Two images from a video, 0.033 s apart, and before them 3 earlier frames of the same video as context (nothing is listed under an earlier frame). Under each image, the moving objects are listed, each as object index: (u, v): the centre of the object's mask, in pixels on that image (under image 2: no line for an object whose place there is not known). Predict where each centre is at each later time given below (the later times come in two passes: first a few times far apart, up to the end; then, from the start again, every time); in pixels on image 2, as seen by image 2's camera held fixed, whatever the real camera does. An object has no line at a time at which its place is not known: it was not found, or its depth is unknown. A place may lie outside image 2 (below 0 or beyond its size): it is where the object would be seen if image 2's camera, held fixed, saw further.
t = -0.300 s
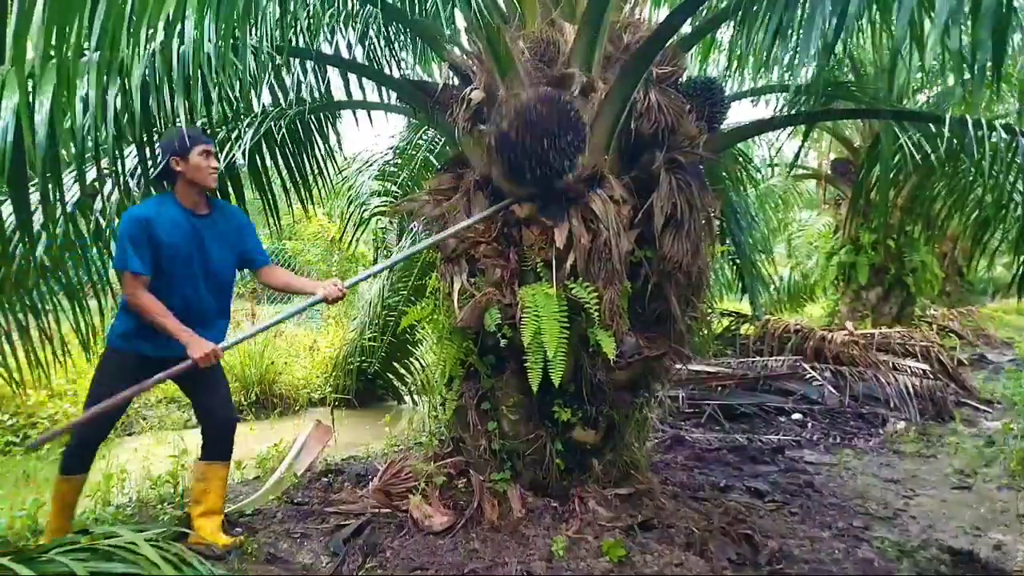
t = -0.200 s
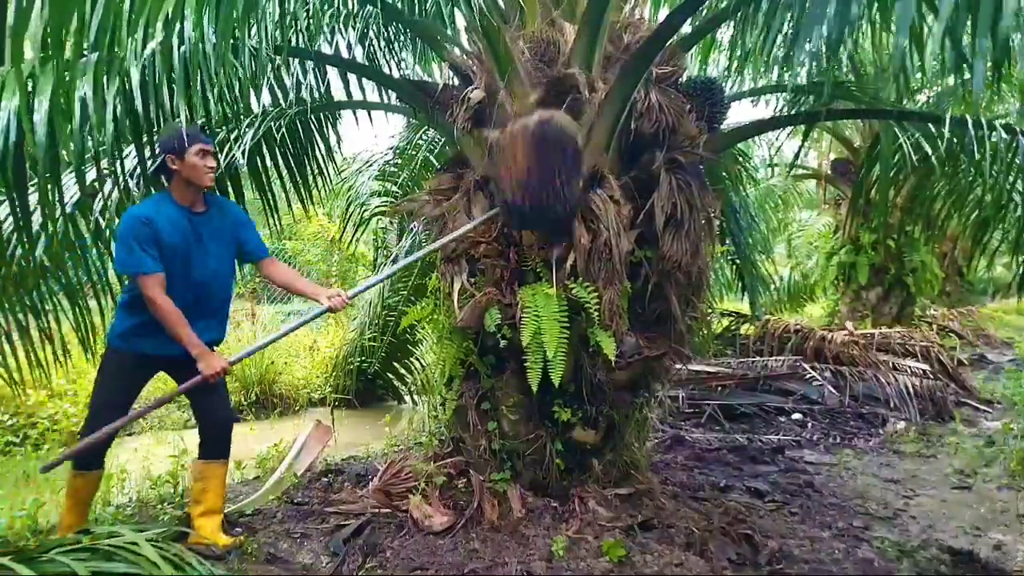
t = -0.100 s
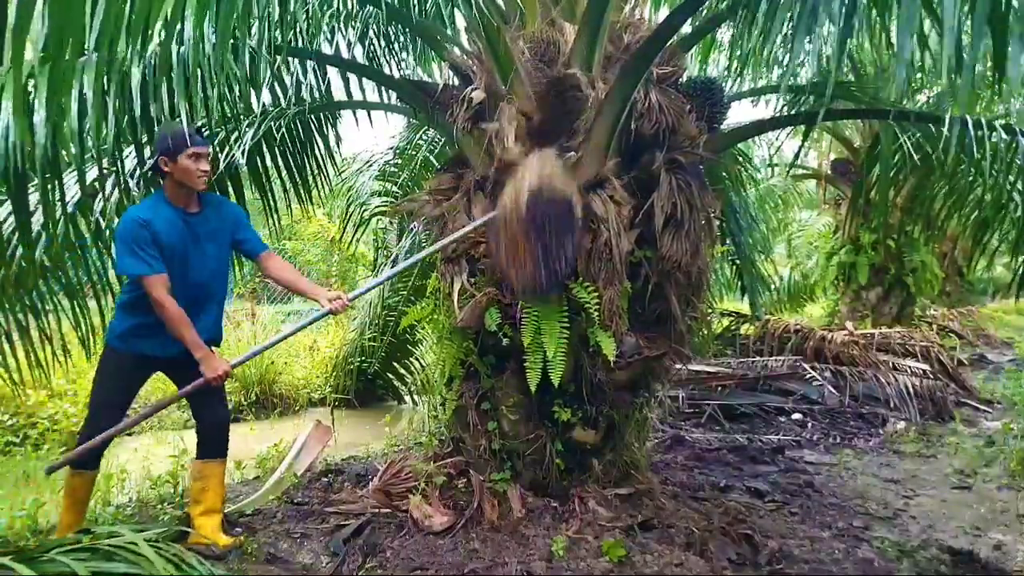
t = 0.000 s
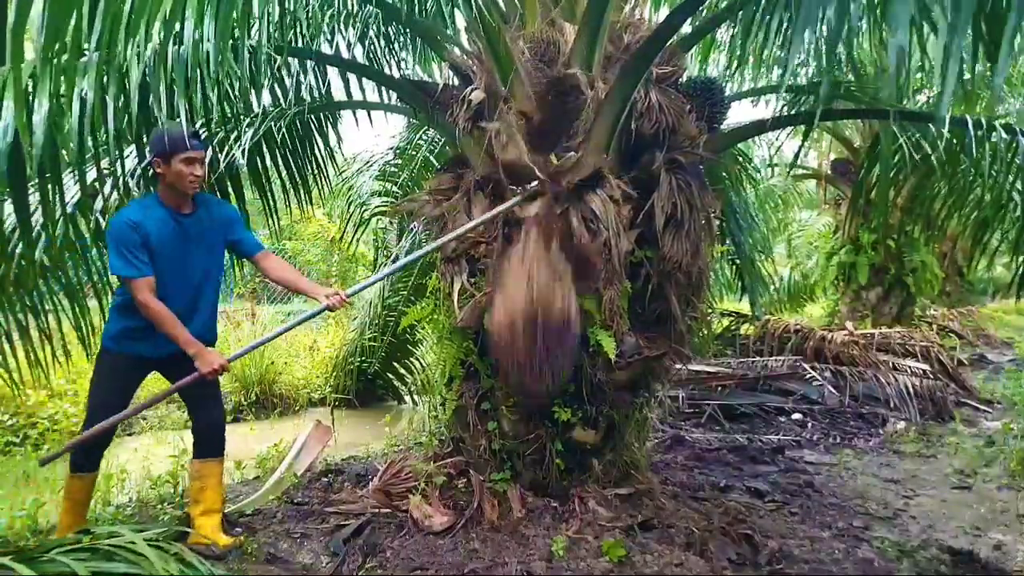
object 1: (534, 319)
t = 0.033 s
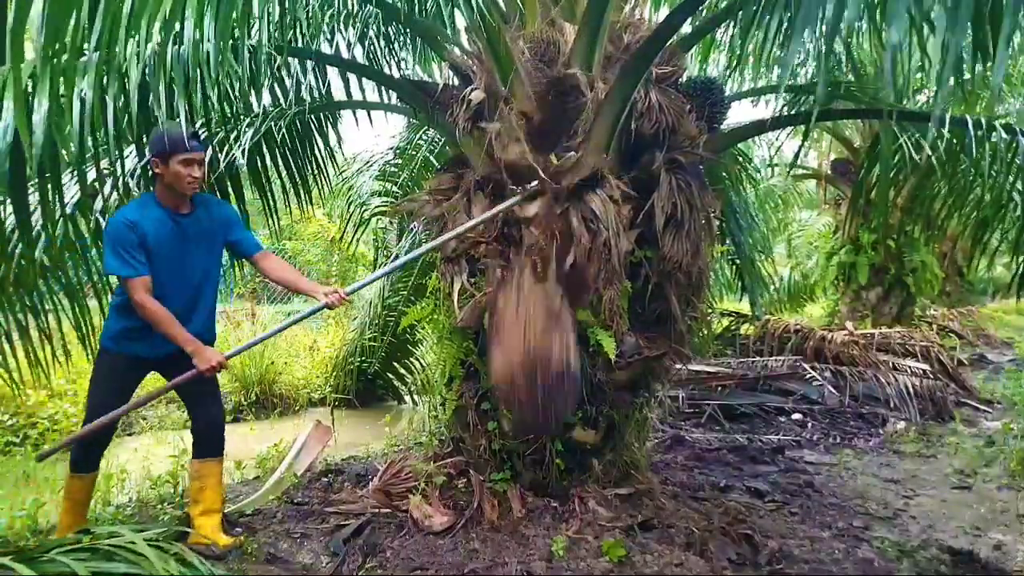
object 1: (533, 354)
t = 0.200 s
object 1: (509, 519)
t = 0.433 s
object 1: (475, 515)
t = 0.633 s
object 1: (441, 516)
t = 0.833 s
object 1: (428, 528)
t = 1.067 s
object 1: (435, 514)
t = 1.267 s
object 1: (446, 524)
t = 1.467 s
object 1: (437, 533)
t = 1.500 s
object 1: (435, 534)
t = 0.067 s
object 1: (533, 391)
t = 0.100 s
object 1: (531, 434)
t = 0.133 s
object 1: (527, 485)
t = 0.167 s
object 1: (523, 497)
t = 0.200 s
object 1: (509, 519)
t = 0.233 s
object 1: (504, 509)
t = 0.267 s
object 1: (493, 512)
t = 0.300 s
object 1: (484, 511)
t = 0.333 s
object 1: (475, 510)
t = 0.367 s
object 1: (462, 512)
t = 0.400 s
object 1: (479, 510)
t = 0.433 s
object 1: (475, 515)
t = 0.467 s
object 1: (471, 515)
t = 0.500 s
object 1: (465, 515)
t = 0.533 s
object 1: (459, 514)
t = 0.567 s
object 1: (455, 515)
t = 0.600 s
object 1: (448, 516)
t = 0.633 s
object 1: (441, 516)
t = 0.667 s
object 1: (434, 517)
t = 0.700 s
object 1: (426, 519)
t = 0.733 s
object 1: (424, 520)
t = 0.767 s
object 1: (427, 522)
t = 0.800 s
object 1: (427, 526)
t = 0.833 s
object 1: (428, 528)
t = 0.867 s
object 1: (428, 528)
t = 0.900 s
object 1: (429, 525)
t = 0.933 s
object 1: (428, 519)
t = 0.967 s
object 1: (429, 518)
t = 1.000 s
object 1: (431, 518)
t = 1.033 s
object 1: (433, 517)
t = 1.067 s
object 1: (435, 514)
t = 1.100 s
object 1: (440, 516)
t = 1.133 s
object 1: (442, 517)
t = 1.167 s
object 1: (445, 520)
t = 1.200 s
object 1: (446, 522)
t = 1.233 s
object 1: (445, 521)
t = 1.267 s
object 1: (446, 524)
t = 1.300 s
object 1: (445, 526)
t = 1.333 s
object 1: (444, 527)
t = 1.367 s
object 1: (443, 527)
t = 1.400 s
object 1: (440, 529)
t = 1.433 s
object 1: (438, 532)
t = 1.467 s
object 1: (437, 533)
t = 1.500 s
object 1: (435, 534)
